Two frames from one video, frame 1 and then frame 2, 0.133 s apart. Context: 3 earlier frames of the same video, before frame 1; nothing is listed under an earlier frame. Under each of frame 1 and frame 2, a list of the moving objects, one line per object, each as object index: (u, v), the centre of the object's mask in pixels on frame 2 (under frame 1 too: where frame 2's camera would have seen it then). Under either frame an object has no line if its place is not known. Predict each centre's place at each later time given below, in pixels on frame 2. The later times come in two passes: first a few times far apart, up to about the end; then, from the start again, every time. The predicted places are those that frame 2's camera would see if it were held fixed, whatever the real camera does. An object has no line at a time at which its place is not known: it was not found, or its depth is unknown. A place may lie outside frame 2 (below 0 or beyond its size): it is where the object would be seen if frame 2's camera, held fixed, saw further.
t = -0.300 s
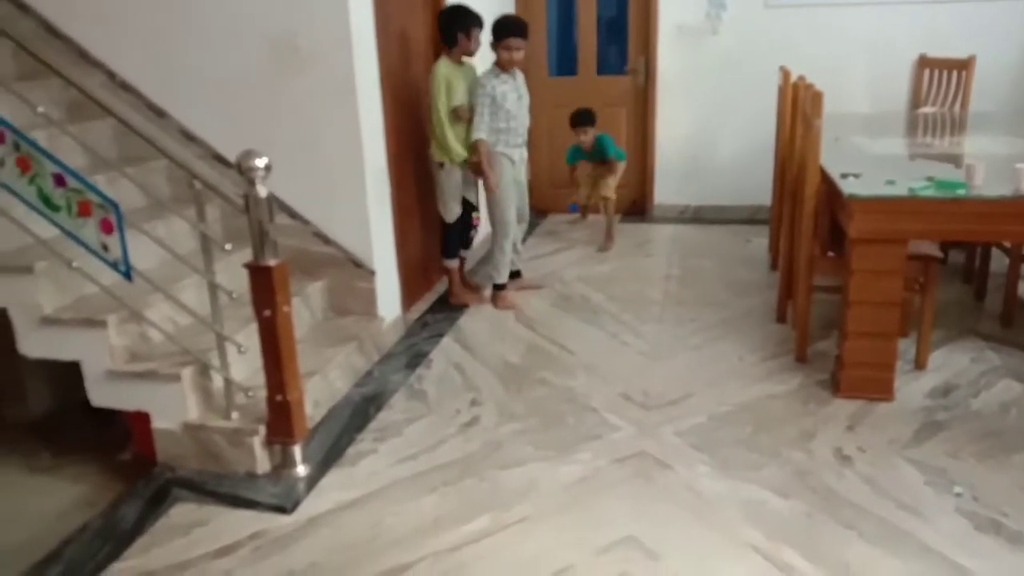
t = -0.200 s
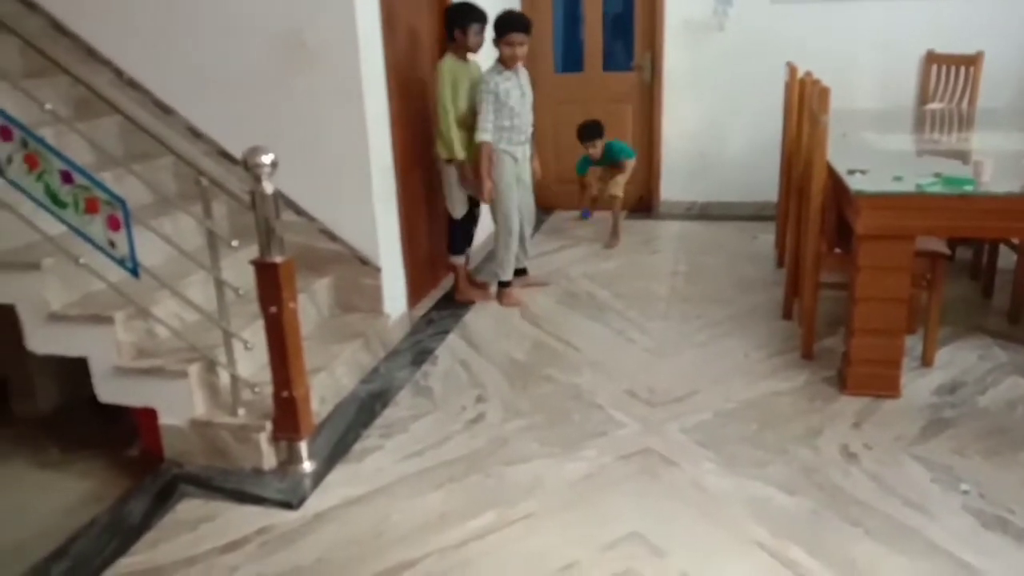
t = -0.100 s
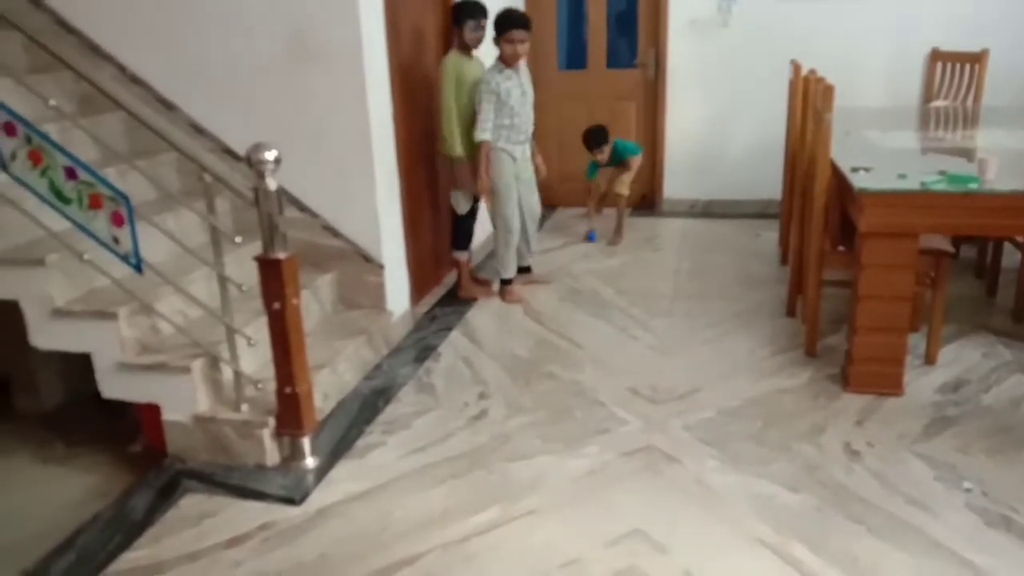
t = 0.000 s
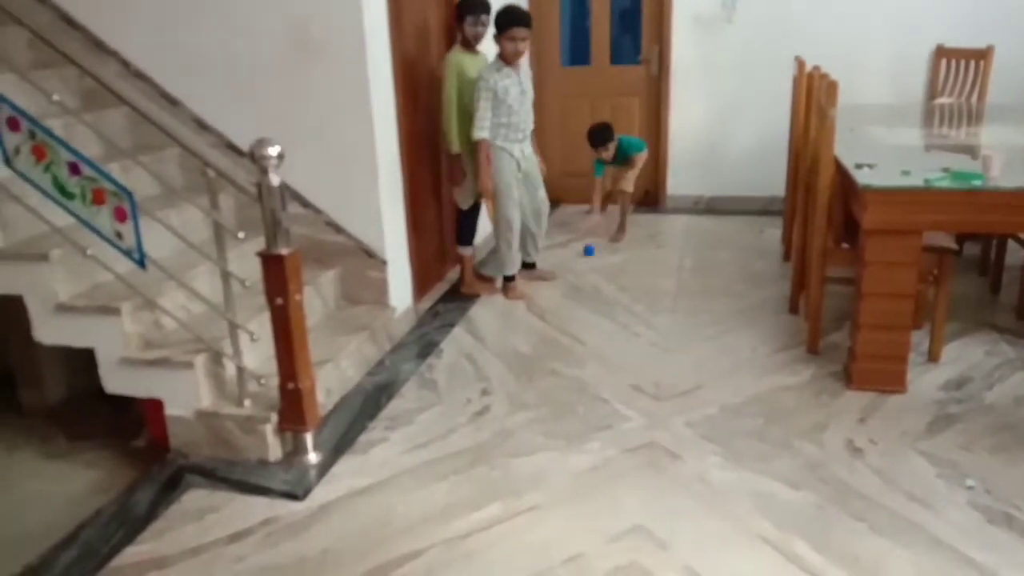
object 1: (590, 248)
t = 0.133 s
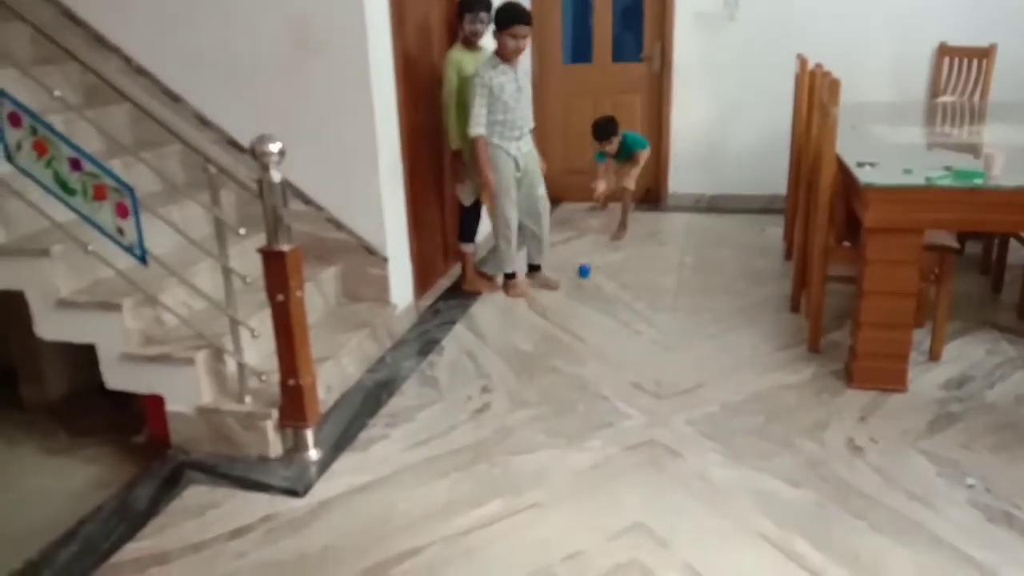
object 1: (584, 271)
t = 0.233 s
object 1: (581, 288)
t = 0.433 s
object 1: (576, 321)
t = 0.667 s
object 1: (575, 364)
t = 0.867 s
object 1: (574, 407)
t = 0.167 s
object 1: (583, 277)
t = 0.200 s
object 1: (582, 282)
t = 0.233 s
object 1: (581, 288)
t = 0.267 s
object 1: (580, 293)
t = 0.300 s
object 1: (579, 299)
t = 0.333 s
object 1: (578, 304)
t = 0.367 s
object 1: (577, 310)
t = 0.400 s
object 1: (577, 316)
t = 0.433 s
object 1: (576, 321)
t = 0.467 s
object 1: (576, 326)
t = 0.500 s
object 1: (576, 332)
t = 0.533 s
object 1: (576, 338)
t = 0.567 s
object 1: (576, 344)
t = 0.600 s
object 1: (575, 351)
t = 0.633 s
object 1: (575, 357)
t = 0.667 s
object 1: (575, 364)
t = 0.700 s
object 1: (575, 370)
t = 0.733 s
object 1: (574, 378)
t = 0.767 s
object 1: (575, 384)
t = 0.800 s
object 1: (575, 392)
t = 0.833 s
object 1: (575, 400)
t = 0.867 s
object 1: (574, 407)
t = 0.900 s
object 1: (574, 415)
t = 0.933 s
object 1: (574, 423)
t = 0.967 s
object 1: (574, 432)
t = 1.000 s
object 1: (573, 441)
